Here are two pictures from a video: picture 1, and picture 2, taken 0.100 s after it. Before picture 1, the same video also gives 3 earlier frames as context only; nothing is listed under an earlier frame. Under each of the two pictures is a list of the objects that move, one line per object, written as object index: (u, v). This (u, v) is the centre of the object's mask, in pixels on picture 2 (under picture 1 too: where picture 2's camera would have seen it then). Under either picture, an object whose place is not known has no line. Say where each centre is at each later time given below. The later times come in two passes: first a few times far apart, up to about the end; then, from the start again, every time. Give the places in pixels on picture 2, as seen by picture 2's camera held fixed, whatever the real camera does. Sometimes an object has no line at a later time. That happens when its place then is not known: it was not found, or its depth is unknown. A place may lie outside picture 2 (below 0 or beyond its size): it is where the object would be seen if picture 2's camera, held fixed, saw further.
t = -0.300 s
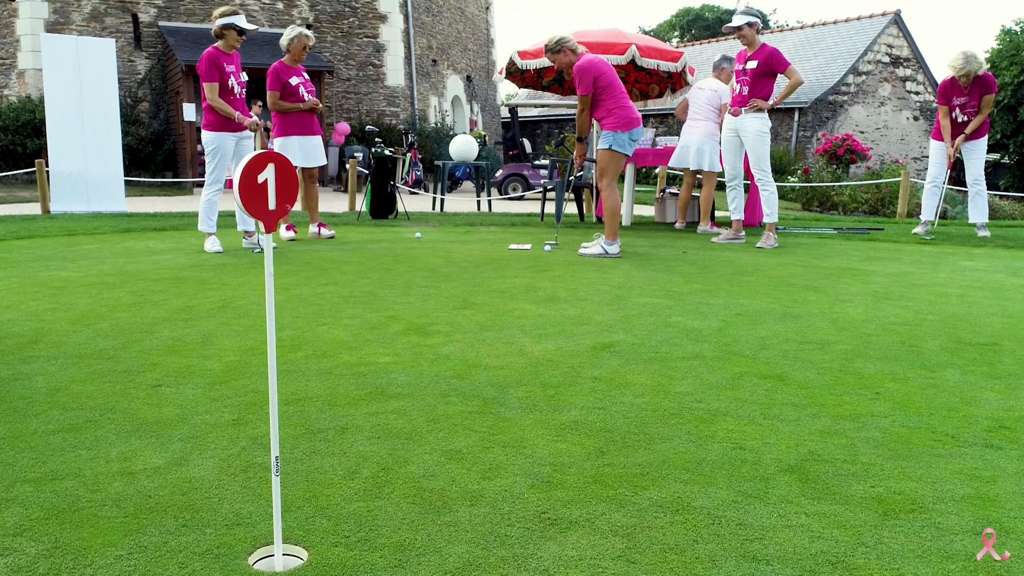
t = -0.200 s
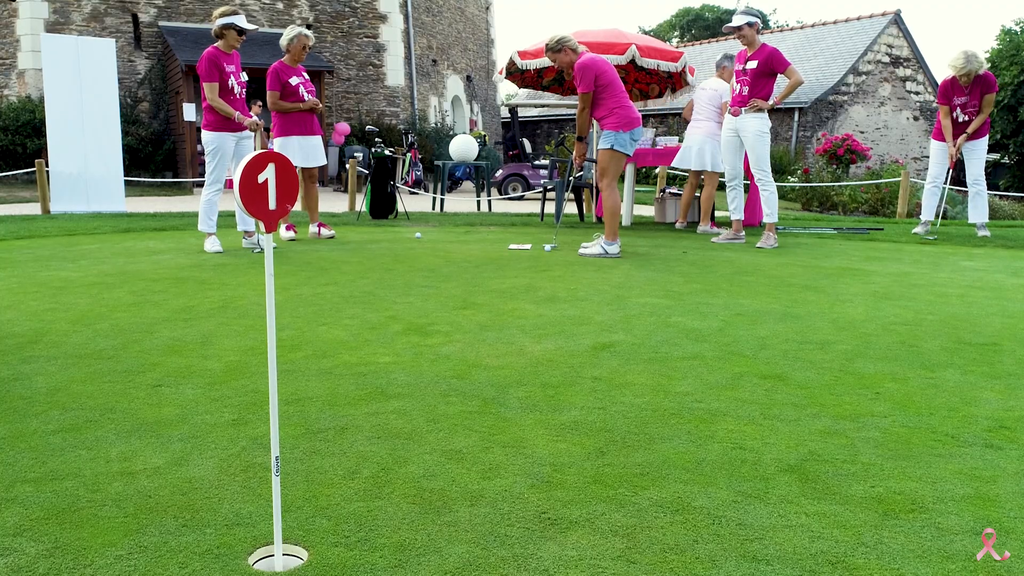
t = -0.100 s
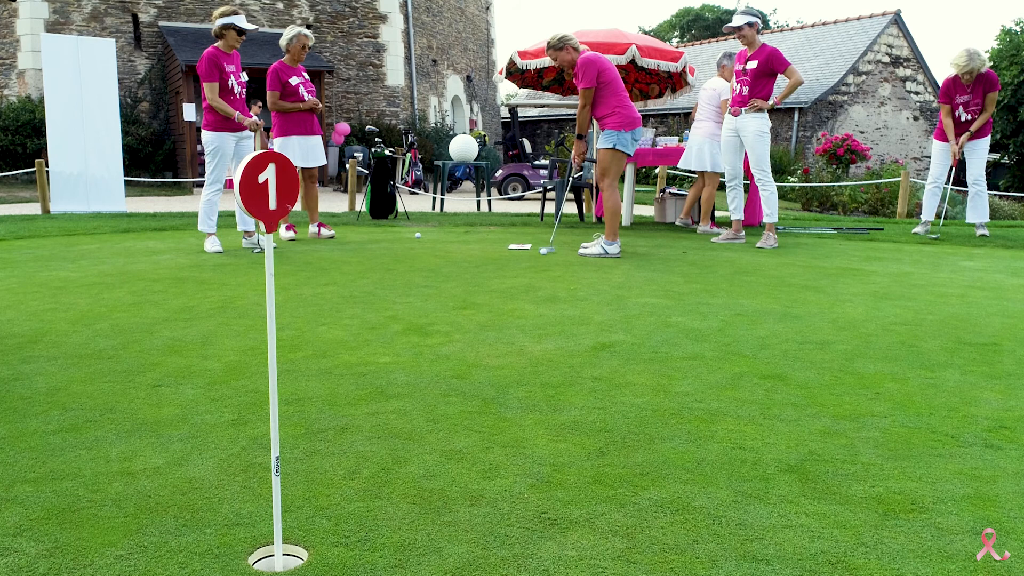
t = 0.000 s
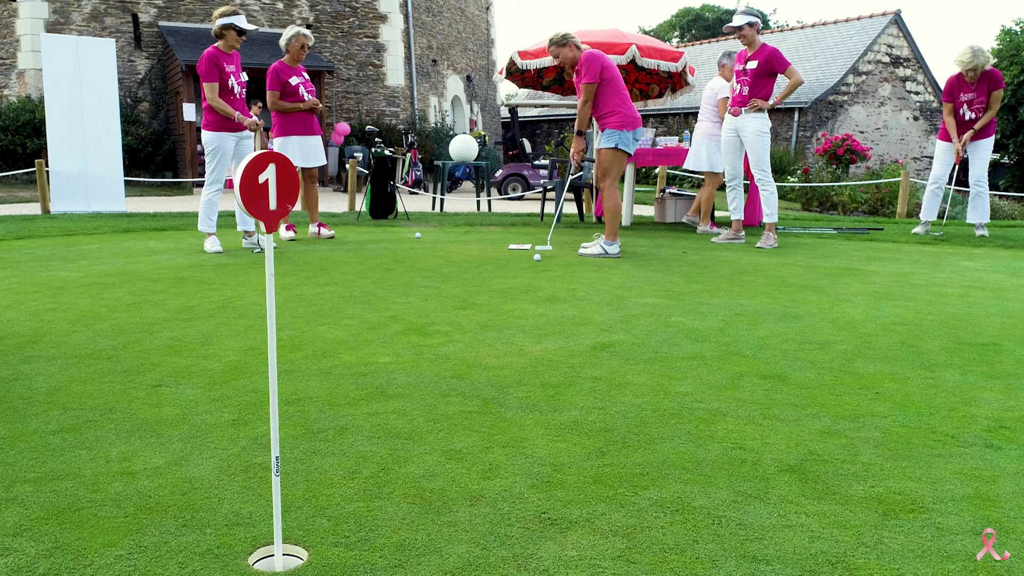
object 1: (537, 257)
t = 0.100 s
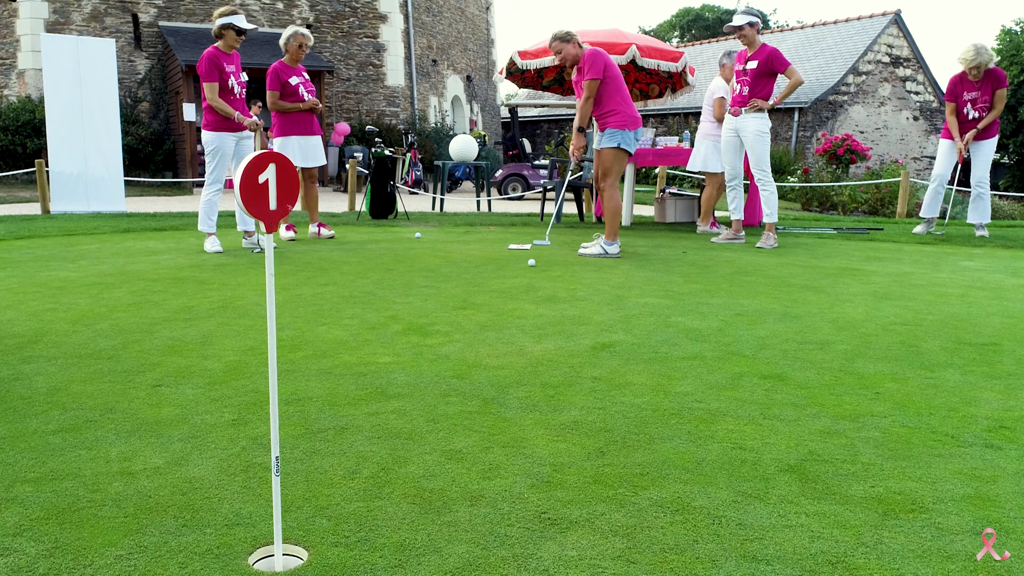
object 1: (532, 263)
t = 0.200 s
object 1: (526, 268)
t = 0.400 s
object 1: (514, 282)
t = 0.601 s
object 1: (499, 297)
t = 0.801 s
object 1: (484, 313)
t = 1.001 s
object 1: (466, 332)
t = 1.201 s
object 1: (446, 353)
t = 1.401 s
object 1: (421, 378)
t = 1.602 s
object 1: (394, 408)
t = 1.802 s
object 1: (362, 443)
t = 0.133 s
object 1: (530, 264)
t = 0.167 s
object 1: (528, 267)
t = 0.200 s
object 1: (526, 268)
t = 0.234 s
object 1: (524, 271)
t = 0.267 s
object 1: (522, 272)
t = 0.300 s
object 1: (520, 274)
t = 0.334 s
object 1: (518, 277)
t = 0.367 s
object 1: (516, 279)
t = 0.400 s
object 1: (514, 282)
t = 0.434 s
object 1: (511, 284)
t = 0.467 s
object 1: (509, 286)
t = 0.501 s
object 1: (507, 289)
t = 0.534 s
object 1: (504, 291)
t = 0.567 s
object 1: (502, 293)
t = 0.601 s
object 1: (499, 297)
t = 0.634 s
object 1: (497, 298)
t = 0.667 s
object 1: (494, 302)
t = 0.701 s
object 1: (492, 304)
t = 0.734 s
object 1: (489, 307)
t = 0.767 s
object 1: (486, 310)
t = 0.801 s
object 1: (484, 313)
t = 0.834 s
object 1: (481, 316)
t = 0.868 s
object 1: (478, 319)
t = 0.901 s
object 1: (475, 322)
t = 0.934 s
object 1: (472, 325)
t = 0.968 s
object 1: (469, 329)
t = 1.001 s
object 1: (466, 332)
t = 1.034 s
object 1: (463, 335)
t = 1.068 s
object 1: (460, 339)
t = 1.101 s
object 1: (456, 342)
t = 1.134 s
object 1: (453, 345)
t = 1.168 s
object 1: (449, 350)
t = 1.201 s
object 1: (446, 353)
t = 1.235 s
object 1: (442, 357)
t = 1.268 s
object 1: (438, 361)
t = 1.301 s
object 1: (434, 365)
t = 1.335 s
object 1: (430, 369)
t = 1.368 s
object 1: (426, 374)
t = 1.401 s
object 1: (421, 378)
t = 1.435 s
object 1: (417, 383)
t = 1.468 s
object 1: (412, 388)
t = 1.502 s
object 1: (408, 393)
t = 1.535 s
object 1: (403, 398)
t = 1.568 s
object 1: (399, 403)
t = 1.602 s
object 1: (394, 408)
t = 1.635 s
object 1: (389, 414)
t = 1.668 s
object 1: (384, 420)
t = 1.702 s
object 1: (379, 426)
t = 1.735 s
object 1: (373, 431)
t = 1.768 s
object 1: (368, 438)
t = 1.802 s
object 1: (362, 443)
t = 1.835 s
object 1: (357, 450)
